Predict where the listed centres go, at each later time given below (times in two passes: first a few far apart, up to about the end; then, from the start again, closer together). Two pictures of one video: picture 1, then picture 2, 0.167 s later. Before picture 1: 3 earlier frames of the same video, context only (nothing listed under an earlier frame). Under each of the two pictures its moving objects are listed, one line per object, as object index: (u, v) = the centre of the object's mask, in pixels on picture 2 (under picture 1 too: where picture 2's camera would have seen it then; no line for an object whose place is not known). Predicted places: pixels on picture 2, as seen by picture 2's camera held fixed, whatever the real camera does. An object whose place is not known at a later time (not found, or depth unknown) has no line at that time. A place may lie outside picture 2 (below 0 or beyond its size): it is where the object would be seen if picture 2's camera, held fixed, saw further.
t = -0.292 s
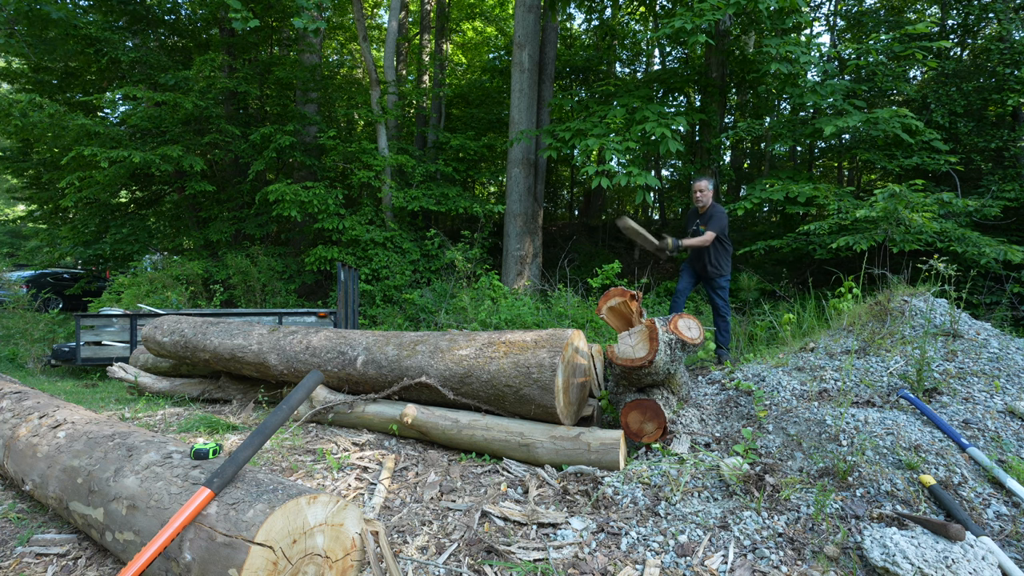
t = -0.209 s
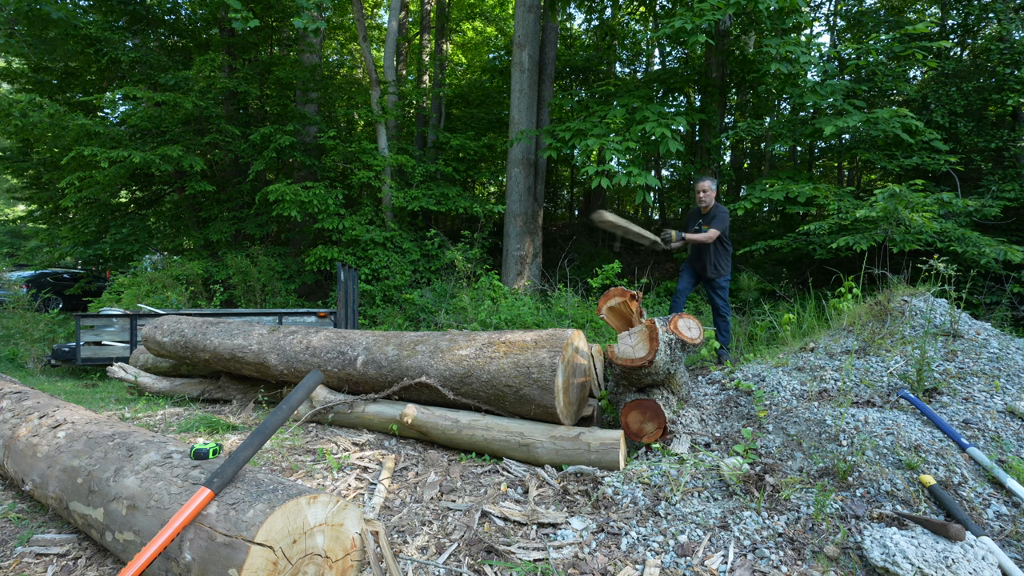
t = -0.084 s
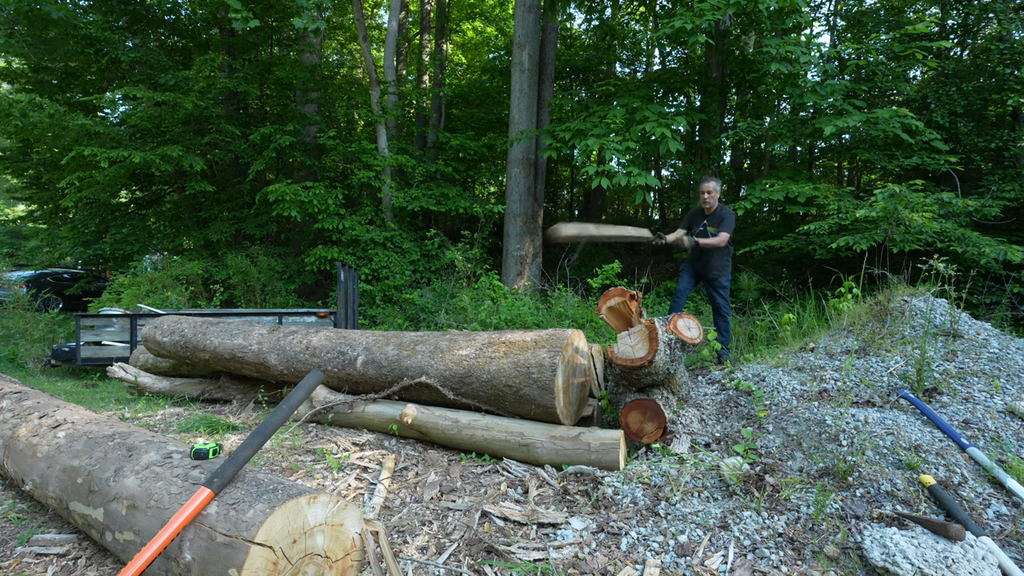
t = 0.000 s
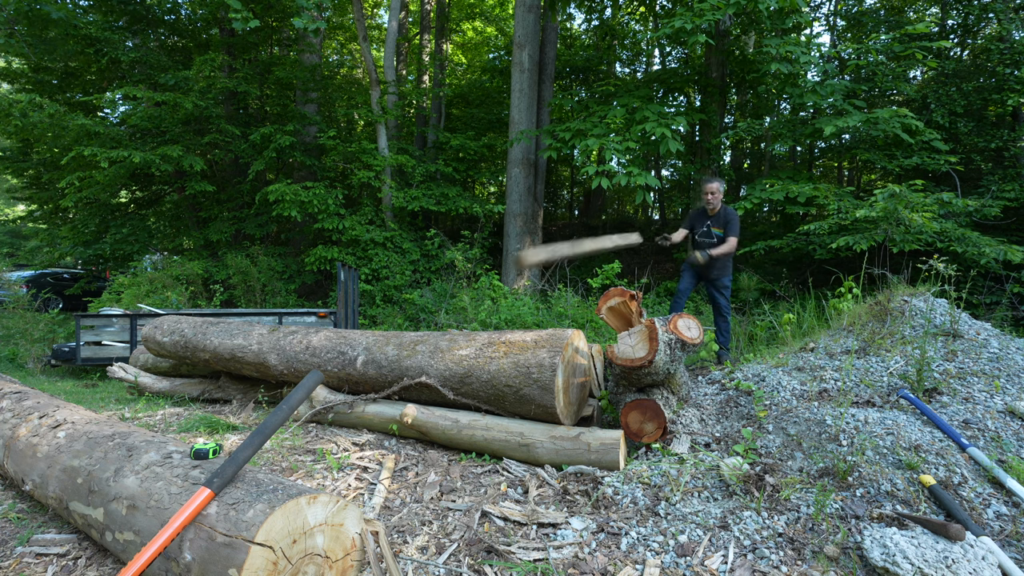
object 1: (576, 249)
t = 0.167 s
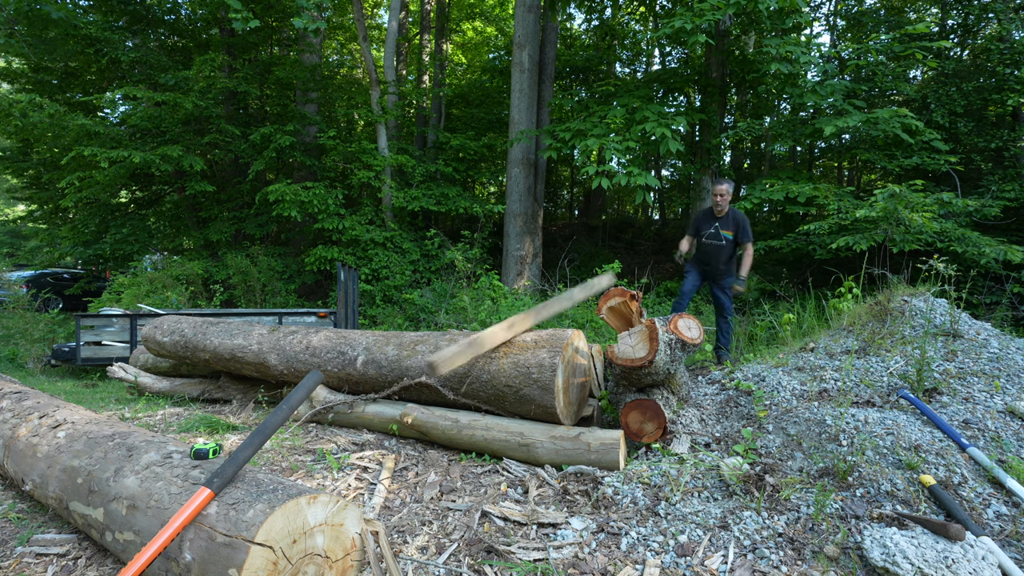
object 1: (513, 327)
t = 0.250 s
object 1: (490, 335)
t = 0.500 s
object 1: (452, 362)
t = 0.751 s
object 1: (458, 419)
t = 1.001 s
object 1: (459, 421)
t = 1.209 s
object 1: (459, 421)
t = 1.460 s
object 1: (459, 421)
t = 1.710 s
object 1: (459, 421)
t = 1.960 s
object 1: (459, 421)
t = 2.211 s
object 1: (459, 421)
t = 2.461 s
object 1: (459, 421)
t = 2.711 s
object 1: (459, 421)
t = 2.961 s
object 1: (459, 421)
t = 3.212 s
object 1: (459, 421)
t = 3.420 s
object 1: (459, 421)
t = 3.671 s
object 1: (459, 421)
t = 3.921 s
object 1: (459, 421)
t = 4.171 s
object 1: (459, 421)
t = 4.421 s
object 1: (459, 421)
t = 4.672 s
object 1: (459, 421)
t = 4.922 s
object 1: (459, 421)
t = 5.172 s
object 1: (459, 421)
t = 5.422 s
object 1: (459, 421)
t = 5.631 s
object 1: (459, 421)
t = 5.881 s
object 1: (459, 421)
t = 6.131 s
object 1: (459, 421)
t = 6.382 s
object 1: (459, 421)
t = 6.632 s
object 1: (459, 421)
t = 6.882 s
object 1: (459, 421)
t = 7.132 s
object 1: (459, 421)
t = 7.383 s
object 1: (459, 421)
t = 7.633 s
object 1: (459, 421)
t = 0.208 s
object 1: (504, 329)
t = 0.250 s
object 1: (490, 335)
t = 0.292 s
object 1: (485, 333)
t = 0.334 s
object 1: (478, 334)
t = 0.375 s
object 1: (469, 337)
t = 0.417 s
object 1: (465, 341)
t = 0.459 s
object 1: (453, 352)
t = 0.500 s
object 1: (452, 362)
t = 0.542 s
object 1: (445, 377)
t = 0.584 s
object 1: (444, 392)
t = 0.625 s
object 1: (449, 406)
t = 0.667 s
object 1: (458, 417)
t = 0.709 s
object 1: (457, 419)
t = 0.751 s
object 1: (458, 419)
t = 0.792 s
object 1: (459, 420)
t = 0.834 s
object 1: (460, 421)
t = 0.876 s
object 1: (460, 421)
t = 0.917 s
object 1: (460, 421)
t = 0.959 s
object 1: (459, 421)
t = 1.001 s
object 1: (459, 421)
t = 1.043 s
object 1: (459, 421)
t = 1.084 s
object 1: (459, 421)
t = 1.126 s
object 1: (459, 421)
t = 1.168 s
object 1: (459, 421)
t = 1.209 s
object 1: (459, 421)
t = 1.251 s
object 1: (459, 421)
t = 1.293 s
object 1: (459, 421)
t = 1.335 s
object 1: (459, 421)
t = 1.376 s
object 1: (459, 421)
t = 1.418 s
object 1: (459, 421)
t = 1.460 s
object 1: (459, 421)
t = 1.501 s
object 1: (459, 421)
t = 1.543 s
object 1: (459, 421)
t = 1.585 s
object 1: (459, 421)
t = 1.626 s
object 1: (459, 421)
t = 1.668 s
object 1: (459, 421)
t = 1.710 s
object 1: (459, 421)
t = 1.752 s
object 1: (459, 421)
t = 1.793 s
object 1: (459, 421)
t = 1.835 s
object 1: (459, 421)
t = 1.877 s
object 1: (459, 421)
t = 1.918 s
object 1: (459, 421)
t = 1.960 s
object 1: (459, 421)
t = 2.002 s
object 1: (459, 421)
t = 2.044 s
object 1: (459, 421)
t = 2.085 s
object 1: (459, 421)
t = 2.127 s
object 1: (459, 421)
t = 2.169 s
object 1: (459, 421)
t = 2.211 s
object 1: (459, 421)
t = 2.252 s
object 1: (459, 421)
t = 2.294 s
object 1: (459, 421)
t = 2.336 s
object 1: (459, 421)
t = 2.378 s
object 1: (459, 421)
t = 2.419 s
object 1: (459, 421)
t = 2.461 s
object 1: (459, 421)
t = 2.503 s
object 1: (459, 421)
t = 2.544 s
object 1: (459, 421)
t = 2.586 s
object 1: (459, 421)
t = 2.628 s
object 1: (459, 421)
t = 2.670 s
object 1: (459, 421)
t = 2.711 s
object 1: (459, 421)
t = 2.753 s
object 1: (459, 421)
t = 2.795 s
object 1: (459, 421)
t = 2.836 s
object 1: (459, 421)
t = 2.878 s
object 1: (459, 421)
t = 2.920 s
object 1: (459, 421)
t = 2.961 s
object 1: (459, 421)
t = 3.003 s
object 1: (459, 421)
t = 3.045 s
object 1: (459, 421)
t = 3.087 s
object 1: (459, 421)
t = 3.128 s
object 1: (459, 421)
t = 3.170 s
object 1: (459, 421)
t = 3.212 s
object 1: (459, 421)
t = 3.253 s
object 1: (459, 421)
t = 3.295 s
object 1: (459, 421)
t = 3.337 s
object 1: (459, 421)
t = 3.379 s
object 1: (459, 421)
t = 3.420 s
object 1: (459, 421)
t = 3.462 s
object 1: (459, 421)
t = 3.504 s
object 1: (459, 421)
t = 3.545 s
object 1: (459, 421)
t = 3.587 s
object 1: (459, 421)
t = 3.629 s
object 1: (459, 421)
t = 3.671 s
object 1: (459, 421)
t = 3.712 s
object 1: (459, 421)
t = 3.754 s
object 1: (459, 421)
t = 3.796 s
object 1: (459, 421)
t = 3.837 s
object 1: (459, 421)
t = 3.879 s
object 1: (459, 421)
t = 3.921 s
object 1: (459, 421)
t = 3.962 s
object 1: (459, 421)
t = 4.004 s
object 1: (459, 421)
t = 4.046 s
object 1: (459, 421)
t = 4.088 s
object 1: (459, 421)
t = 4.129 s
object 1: (459, 421)
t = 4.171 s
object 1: (459, 421)
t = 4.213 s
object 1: (459, 421)
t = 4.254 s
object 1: (459, 421)
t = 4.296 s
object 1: (459, 421)
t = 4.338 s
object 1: (459, 421)
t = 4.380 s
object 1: (459, 421)
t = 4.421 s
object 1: (459, 421)
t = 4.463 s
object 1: (459, 421)
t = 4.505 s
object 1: (459, 421)
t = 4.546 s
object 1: (459, 421)
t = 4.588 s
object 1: (459, 421)
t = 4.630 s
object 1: (459, 421)
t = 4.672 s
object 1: (459, 421)
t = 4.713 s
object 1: (459, 421)
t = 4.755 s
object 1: (459, 421)
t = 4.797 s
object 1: (459, 421)
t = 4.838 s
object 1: (459, 421)
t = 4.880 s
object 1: (459, 421)
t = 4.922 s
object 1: (459, 421)
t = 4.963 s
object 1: (459, 421)
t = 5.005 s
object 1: (459, 421)
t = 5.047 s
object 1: (459, 421)
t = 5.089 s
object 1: (459, 421)
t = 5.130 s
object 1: (459, 421)
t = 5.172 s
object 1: (459, 421)
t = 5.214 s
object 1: (459, 421)
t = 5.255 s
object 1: (459, 421)
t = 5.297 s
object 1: (459, 421)
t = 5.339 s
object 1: (459, 421)
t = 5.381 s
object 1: (459, 421)
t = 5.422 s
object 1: (459, 421)
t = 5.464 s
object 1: (459, 421)
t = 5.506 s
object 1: (459, 421)
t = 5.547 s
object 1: (459, 421)
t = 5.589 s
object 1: (459, 421)
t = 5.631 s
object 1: (459, 421)
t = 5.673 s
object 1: (459, 421)
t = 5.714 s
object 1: (459, 421)
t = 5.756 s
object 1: (459, 421)
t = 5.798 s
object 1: (459, 421)
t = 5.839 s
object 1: (459, 421)
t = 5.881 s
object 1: (459, 421)
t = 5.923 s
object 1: (459, 421)
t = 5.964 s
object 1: (459, 421)
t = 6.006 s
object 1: (459, 421)
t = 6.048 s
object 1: (459, 421)
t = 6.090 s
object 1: (459, 421)
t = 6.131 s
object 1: (459, 421)
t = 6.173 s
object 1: (459, 421)
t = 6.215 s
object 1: (459, 421)
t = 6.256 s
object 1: (459, 421)
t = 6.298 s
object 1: (459, 421)
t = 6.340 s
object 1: (459, 421)
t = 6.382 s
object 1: (459, 421)
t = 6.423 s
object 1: (459, 421)
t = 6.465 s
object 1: (459, 421)
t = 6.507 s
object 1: (459, 421)
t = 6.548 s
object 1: (459, 421)
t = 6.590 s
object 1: (459, 421)
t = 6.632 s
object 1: (459, 421)
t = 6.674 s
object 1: (459, 421)
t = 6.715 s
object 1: (459, 421)
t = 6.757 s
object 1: (459, 421)
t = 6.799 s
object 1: (459, 421)
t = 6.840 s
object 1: (459, 422)
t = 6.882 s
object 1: (459, 421)
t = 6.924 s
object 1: (459, 421)
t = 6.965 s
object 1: (459, 421)
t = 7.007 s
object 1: (459, 421)
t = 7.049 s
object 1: (459, 421)
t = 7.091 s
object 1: (459, 421)
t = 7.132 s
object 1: (459, 421)
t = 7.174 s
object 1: (459, 421)
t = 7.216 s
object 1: (459, 421)
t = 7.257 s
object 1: (459, 421)
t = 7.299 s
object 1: (459, 421)
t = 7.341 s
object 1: (459, 421)
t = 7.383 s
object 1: (459, 421)
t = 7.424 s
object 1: (459, 421)
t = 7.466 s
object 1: (459, 421)
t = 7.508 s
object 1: (459, 421)
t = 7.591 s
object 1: (459, 421)
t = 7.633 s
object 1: (459, 421)
